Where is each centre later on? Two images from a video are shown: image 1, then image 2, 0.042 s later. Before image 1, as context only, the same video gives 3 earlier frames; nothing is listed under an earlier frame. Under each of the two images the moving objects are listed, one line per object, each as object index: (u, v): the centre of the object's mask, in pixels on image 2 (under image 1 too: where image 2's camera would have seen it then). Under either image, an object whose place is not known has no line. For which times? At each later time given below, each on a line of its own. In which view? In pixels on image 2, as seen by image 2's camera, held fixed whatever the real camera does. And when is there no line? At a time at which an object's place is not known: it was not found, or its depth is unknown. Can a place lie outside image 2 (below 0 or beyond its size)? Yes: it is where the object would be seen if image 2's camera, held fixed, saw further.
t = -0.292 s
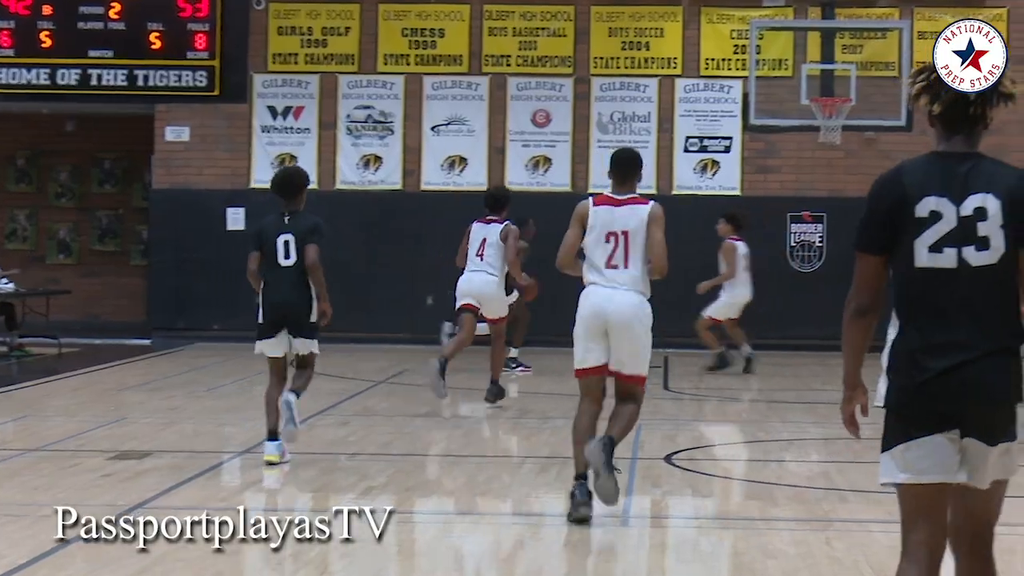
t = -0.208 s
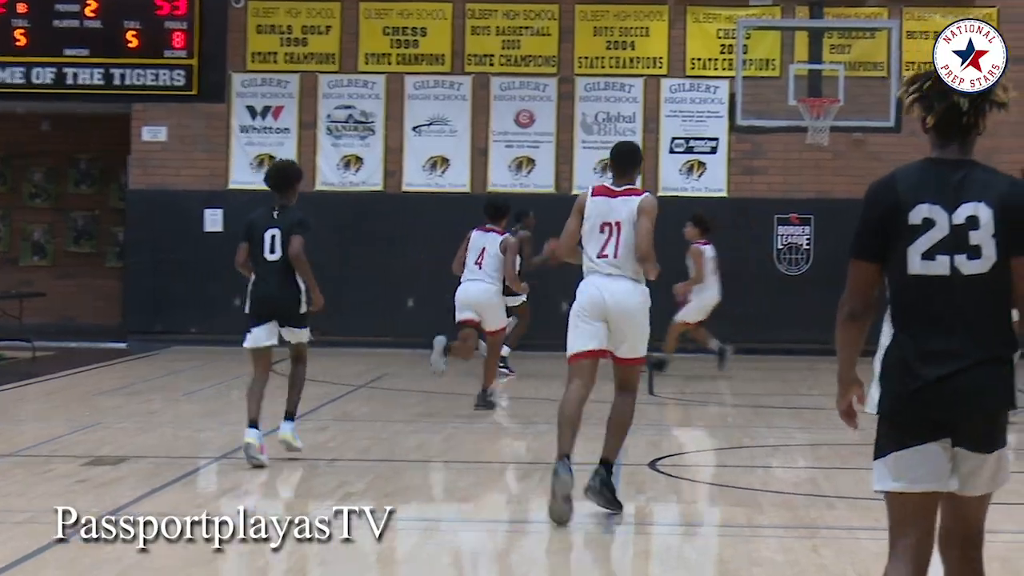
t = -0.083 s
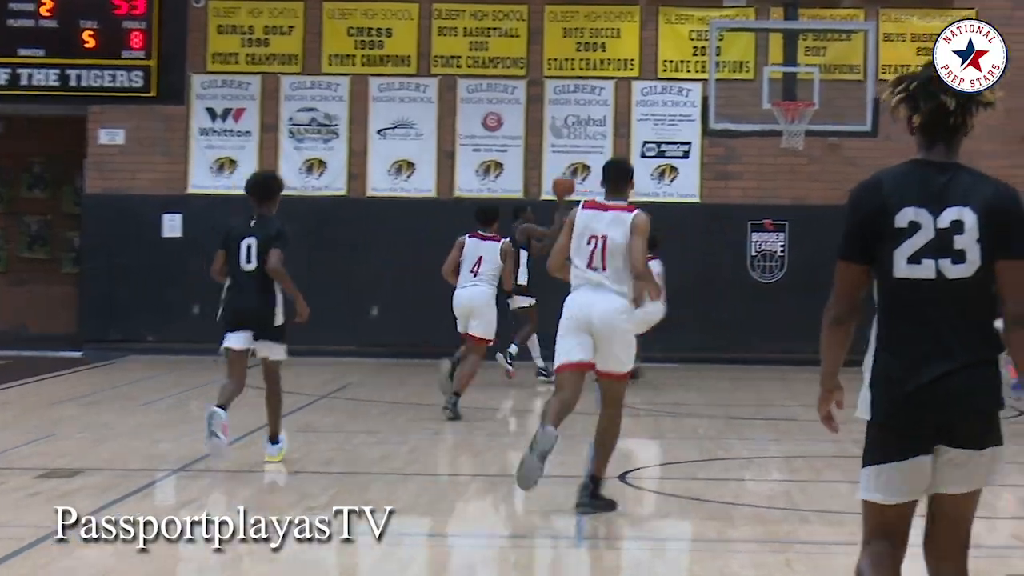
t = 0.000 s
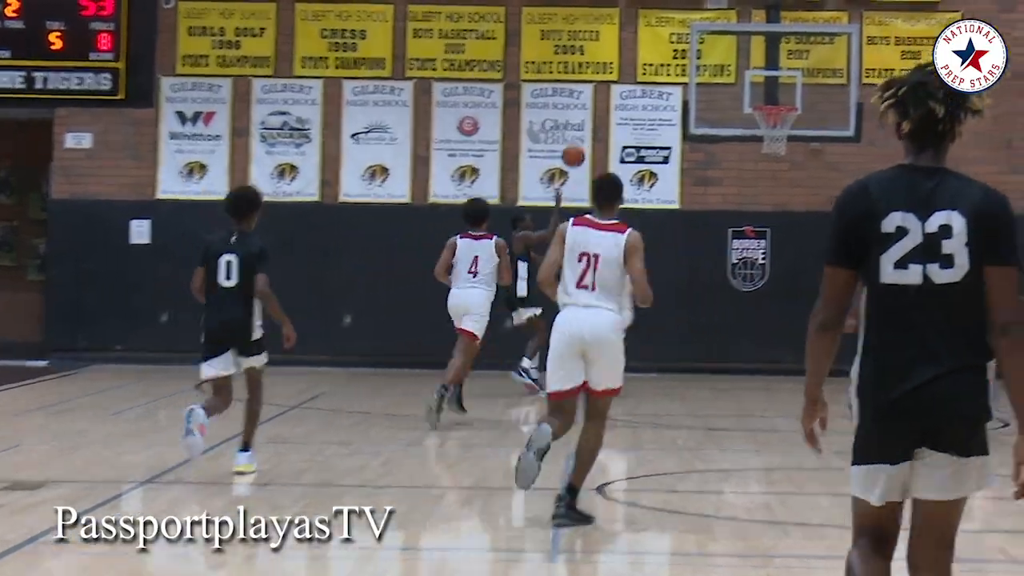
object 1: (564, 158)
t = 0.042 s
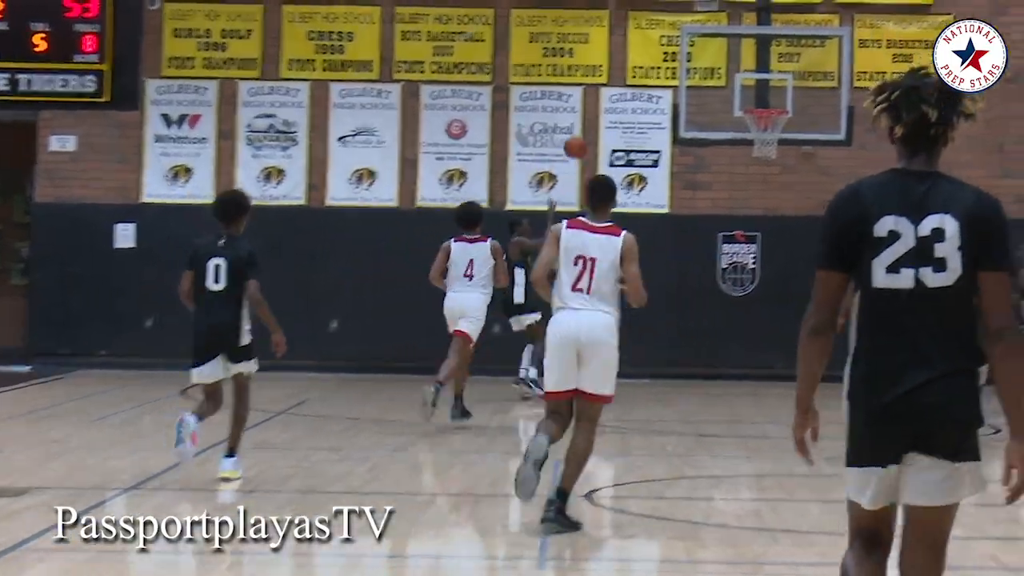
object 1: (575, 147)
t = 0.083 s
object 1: (591, 131)
